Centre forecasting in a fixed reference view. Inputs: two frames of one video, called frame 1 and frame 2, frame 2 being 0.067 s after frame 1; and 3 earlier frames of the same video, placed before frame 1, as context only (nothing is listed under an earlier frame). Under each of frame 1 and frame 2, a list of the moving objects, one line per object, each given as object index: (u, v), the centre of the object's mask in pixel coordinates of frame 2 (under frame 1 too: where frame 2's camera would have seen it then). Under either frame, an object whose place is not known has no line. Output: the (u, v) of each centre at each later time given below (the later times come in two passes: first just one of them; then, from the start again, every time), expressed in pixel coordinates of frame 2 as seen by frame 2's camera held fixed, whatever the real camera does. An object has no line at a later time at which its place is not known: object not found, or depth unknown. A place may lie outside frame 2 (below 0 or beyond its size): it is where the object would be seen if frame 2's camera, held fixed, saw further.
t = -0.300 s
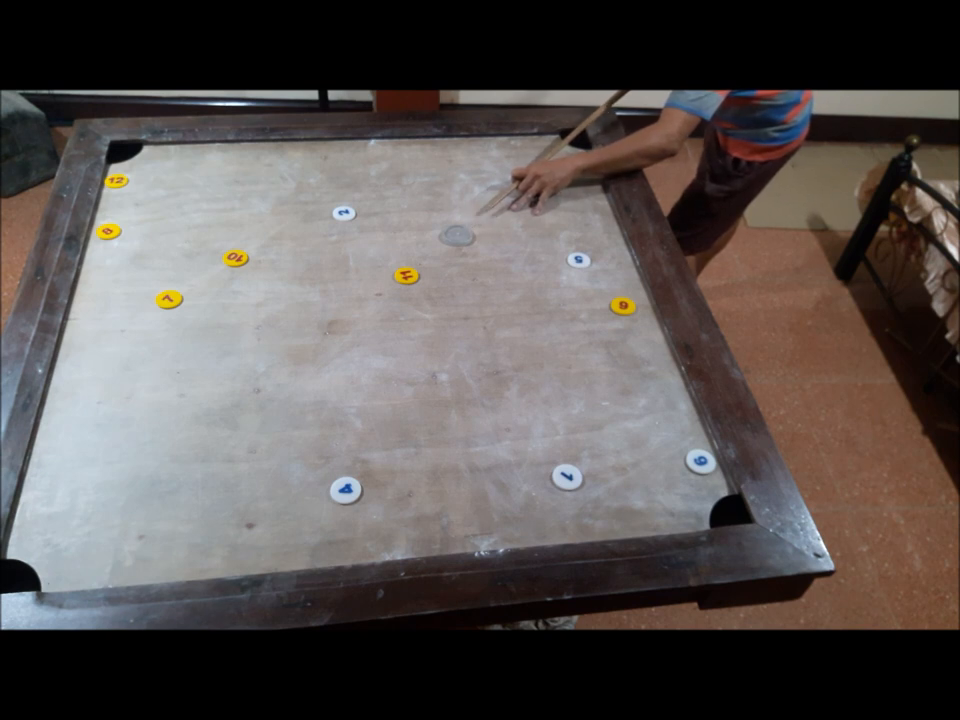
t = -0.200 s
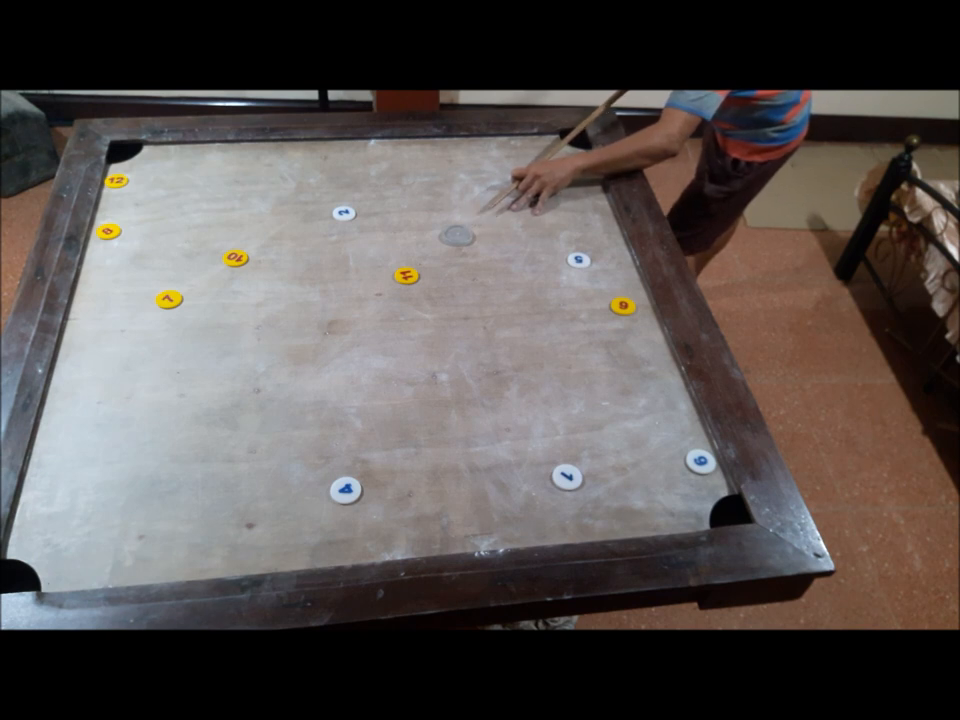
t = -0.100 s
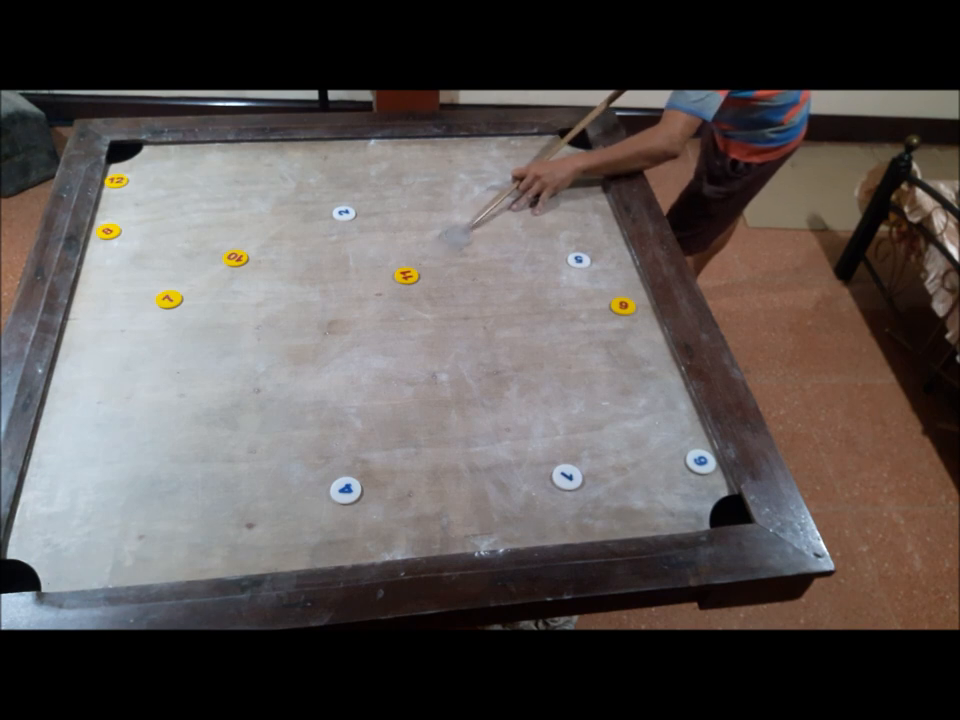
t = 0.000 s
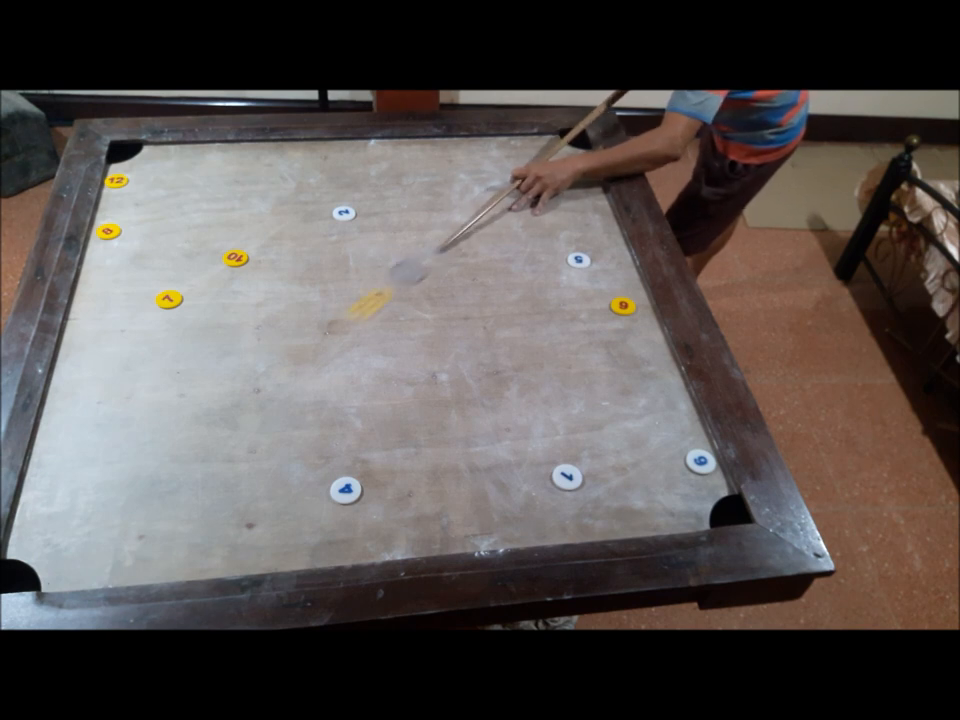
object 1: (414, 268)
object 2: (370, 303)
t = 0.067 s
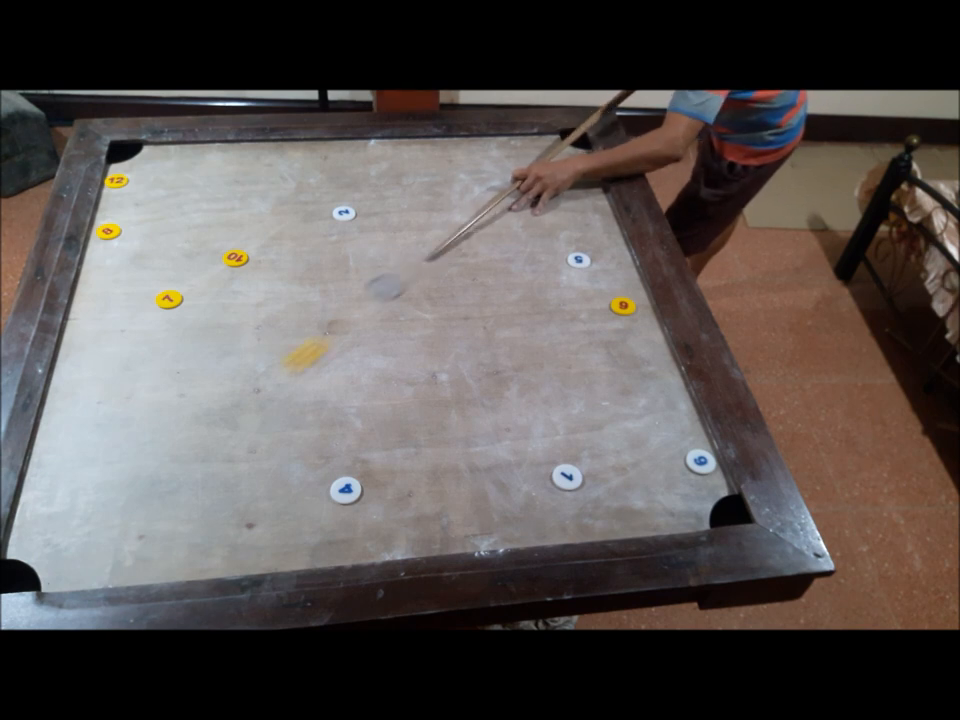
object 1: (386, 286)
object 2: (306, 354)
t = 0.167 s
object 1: (351, 309)
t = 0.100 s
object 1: (374, 294)
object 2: (272, 382)
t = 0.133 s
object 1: (363, 301)
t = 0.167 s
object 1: (351, 309)
